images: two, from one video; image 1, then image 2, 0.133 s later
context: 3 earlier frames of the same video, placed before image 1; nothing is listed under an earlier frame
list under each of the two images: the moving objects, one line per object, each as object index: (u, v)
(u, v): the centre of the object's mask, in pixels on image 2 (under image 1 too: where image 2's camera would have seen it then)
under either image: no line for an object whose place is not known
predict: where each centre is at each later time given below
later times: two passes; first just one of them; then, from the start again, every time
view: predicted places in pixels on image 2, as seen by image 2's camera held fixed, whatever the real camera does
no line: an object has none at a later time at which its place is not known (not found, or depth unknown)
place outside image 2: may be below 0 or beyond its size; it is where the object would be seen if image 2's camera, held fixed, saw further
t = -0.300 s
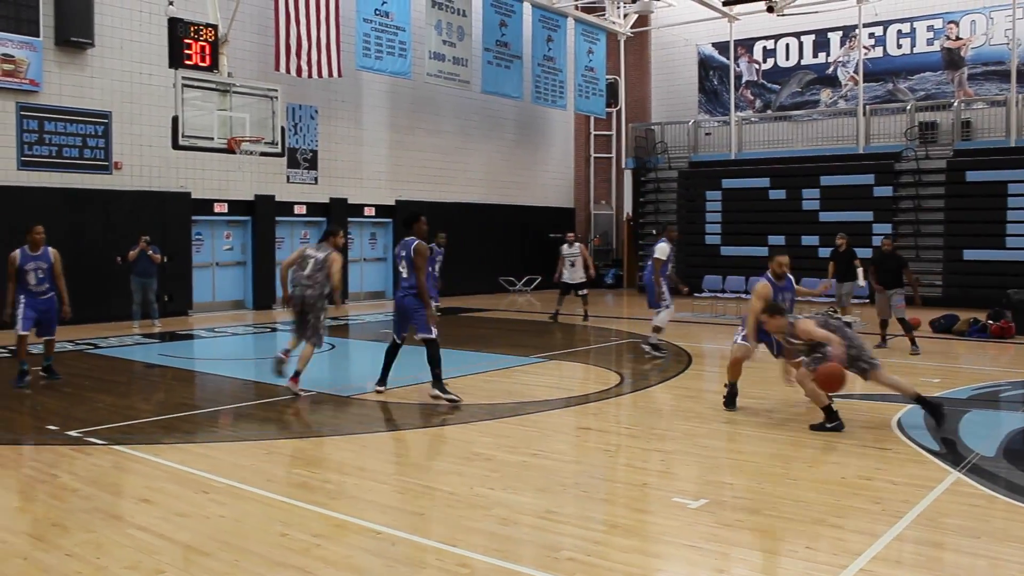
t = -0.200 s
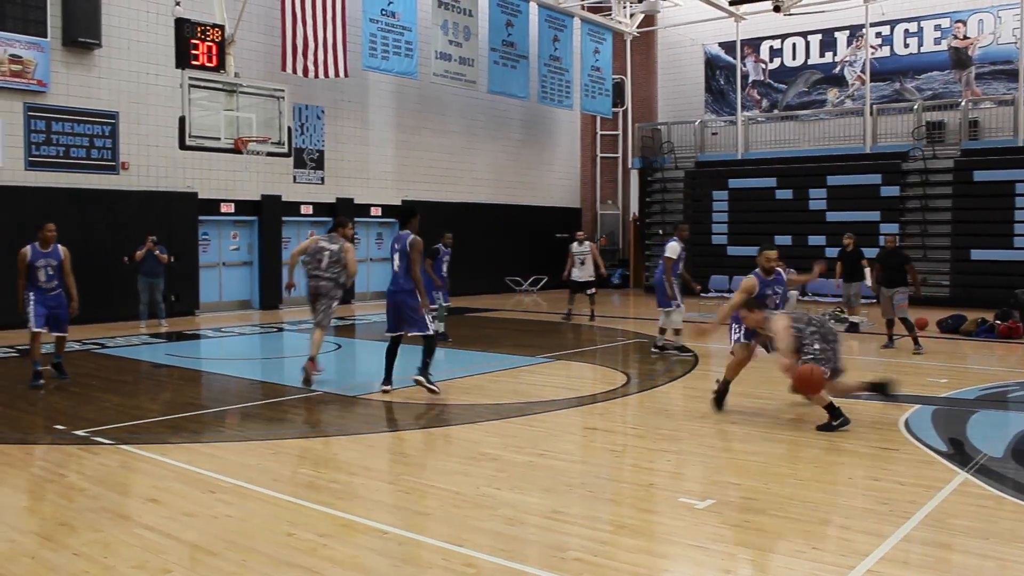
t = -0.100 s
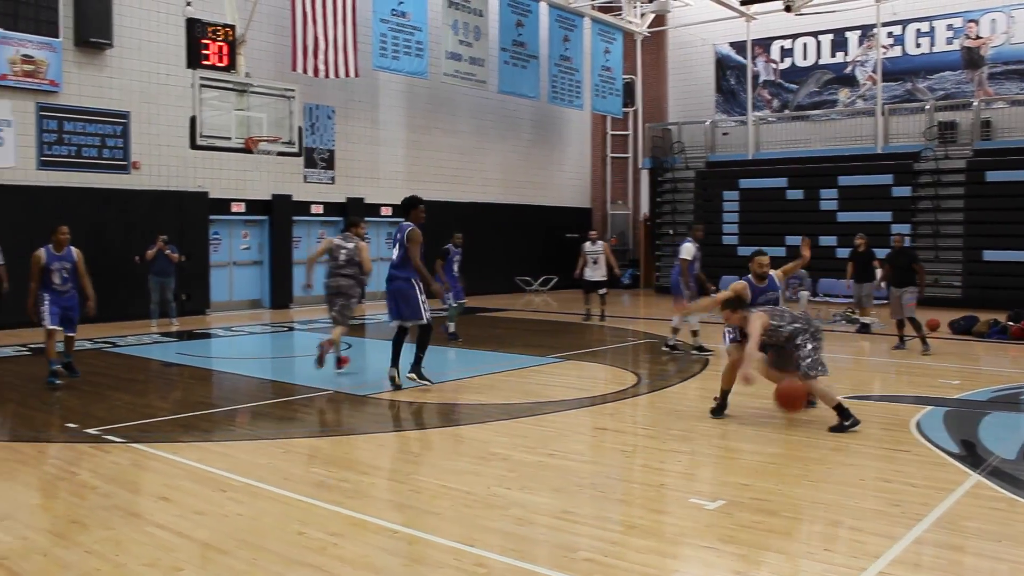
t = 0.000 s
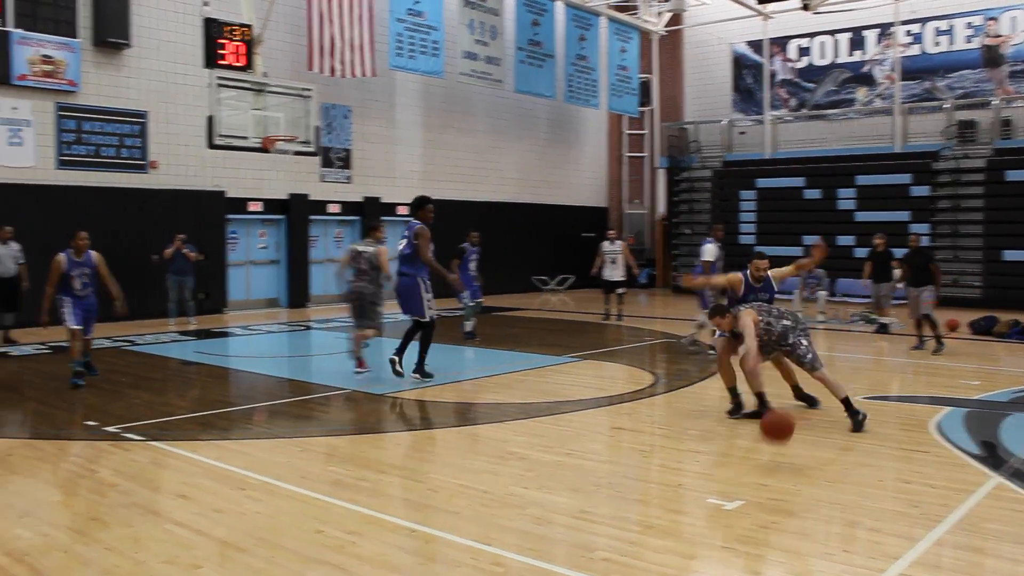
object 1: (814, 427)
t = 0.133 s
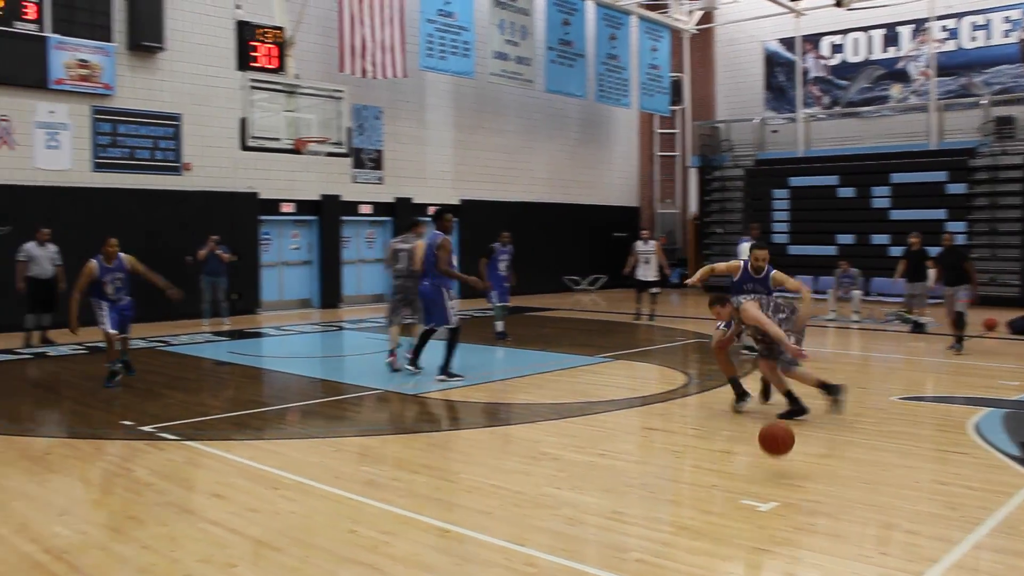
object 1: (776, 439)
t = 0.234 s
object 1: (754, 423)
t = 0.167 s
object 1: (769, 432)
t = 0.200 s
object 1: (762, 427)
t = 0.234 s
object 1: (754, 423)
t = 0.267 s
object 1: (747, 421)
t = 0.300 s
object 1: (739, 420)
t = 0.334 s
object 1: (731, 422)
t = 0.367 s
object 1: (723, 425)
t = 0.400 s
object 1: (715, 430)
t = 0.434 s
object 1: (706, 437)
